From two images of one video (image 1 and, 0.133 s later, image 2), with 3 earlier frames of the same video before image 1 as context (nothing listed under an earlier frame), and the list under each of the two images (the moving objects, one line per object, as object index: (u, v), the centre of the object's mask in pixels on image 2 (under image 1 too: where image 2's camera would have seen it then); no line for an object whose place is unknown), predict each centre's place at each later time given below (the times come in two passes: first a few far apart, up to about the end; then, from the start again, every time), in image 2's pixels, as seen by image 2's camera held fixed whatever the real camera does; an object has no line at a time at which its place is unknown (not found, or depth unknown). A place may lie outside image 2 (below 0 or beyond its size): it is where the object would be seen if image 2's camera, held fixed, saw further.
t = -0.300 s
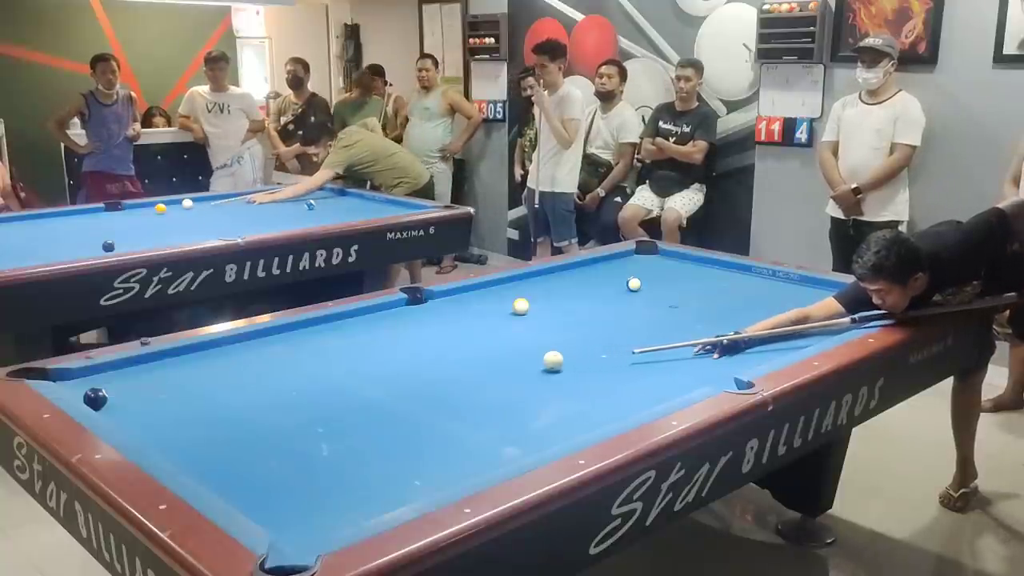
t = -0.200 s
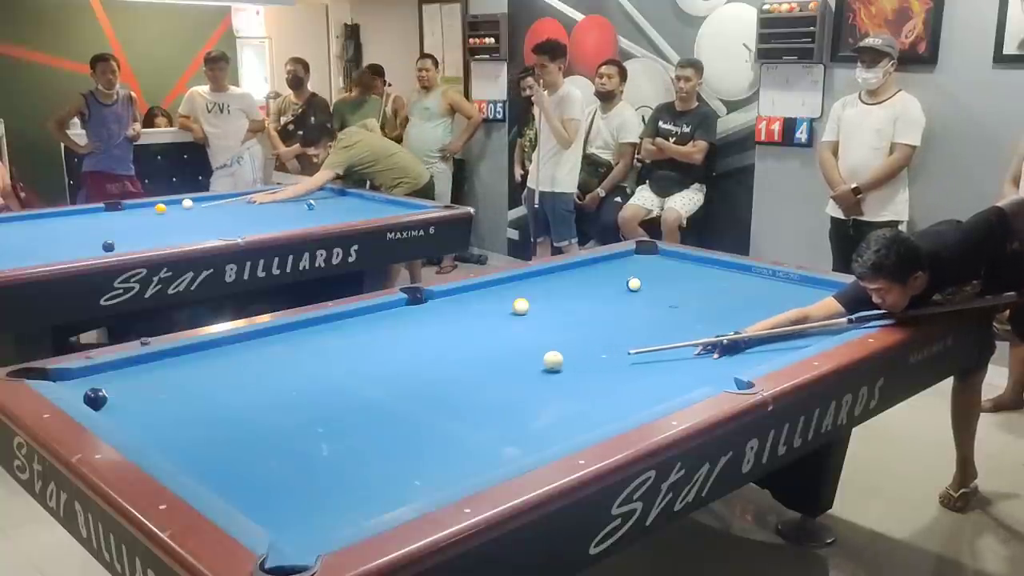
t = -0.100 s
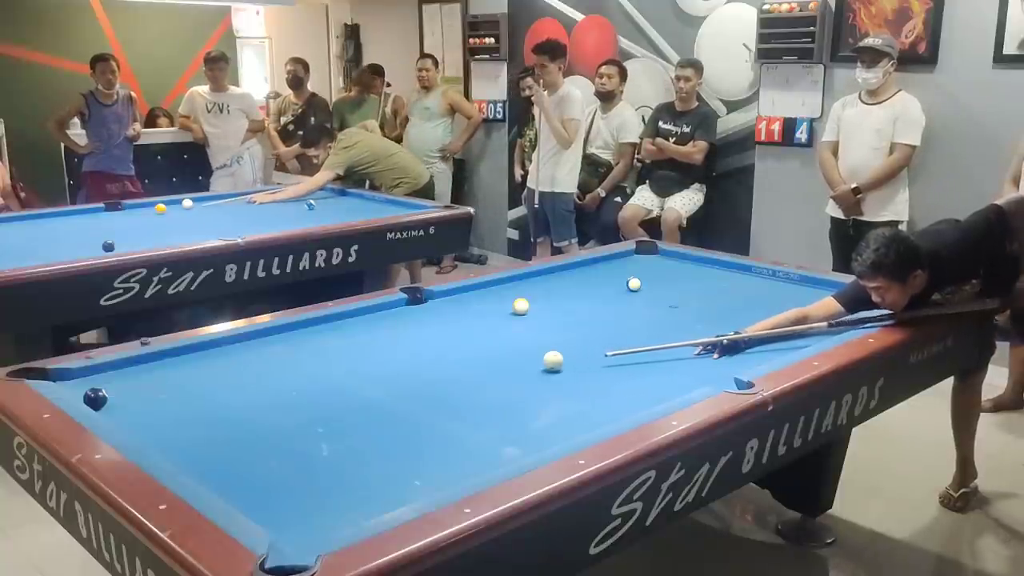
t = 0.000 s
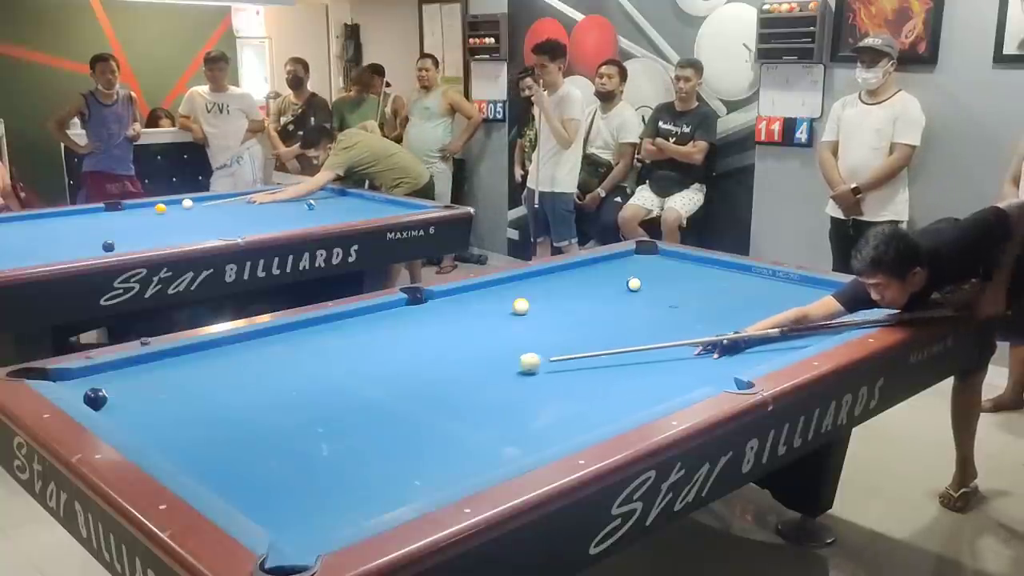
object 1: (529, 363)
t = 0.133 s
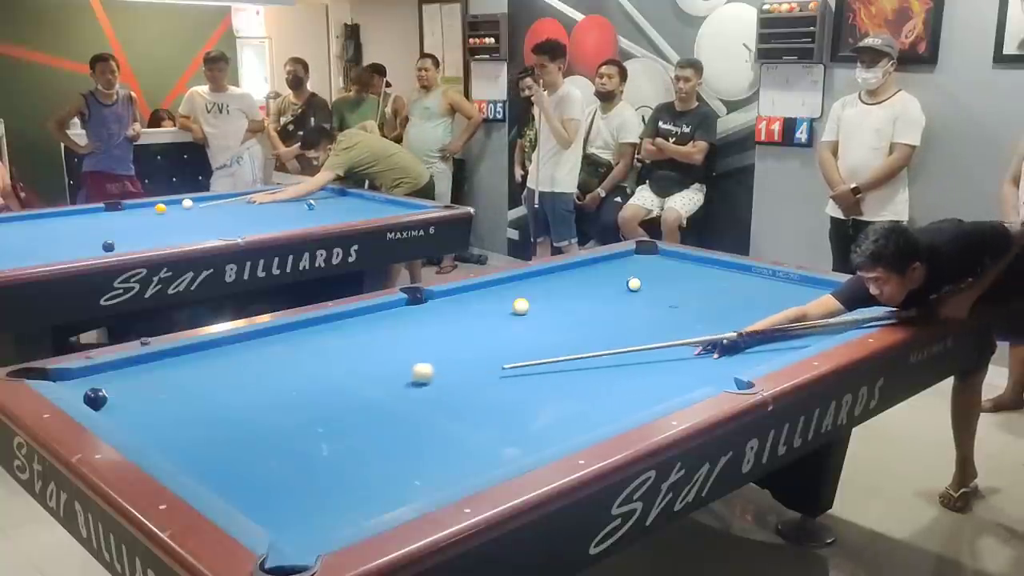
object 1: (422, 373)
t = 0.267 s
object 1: (317, 383)
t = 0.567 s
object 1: (116, 404)
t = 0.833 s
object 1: (219, 386)
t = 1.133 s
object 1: (315, 368)
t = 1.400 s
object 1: (389, 355)
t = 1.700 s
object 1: (462, 342)
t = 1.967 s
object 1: (520, 331)
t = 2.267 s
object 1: (578, 321)
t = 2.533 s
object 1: (625, 312)
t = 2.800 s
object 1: (667, 304)
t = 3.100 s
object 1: (710, 296)
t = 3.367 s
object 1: (744, 290)
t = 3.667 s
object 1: (779, 284)
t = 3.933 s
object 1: (803, 280)
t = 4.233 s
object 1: (793, 284)
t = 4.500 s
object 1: (783, 289)
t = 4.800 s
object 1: (773, 293)
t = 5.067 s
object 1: (765, 297)
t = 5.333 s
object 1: (757, 301)
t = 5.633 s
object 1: (749, 305)
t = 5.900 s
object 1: (742, 307)
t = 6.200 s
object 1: (735, 311)
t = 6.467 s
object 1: (730, 313)
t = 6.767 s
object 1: (725, 315)
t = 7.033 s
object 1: (720, 316)
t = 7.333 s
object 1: (716, 318)
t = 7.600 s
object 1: (714, 318)
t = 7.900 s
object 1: (713, 318)
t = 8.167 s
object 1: (713, 318)
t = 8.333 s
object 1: (713, 318)
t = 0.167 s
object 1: (397, 376)
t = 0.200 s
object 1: (370, 379)
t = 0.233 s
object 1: (343, 381)
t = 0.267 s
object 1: (317, 383)
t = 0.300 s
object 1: (289, 386)
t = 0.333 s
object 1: (261, 388)
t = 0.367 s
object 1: (233, 391)
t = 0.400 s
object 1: (204, 394)
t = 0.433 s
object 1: (175, 397)
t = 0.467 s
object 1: (144, 400)
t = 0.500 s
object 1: (114, 403)
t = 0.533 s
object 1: (100, 404)
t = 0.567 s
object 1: (116, 404)
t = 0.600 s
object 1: (133, 401)
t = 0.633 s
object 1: (147, 399)
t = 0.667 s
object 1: (160, 396)
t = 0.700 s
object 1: (172, 394)
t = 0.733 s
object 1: (184, 392)
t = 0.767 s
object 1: (196, 390)
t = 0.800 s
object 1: (208, 388)
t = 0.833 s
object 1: (219, 386)
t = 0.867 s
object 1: (230, 383)
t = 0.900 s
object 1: (242, 381)
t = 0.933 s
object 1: (253, 379)
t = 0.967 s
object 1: (263, 377)
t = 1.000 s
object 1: (274, 376)
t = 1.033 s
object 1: (284, 374)
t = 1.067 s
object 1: (294, 372)
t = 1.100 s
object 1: (304, 370)
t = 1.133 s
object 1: (315, 368)
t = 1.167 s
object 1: (324, 367)
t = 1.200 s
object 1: (333, 365)
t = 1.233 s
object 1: (343, 363)
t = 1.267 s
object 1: (352, 361)
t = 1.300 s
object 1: (362, 360)
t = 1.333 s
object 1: (371, 358)
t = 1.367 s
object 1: (380, 356)
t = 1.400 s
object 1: (389, 355)
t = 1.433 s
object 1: (397, 353)
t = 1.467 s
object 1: (406, 352)
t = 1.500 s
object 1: (414, 350)
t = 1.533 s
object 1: (422, 349)
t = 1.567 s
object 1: (430, 347)
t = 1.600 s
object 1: (438, 346)
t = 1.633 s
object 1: (446, 344)
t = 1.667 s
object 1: (454, 343)
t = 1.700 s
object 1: (462, 342)
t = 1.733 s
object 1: (470, 340)
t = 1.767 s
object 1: (477, 339)
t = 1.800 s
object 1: (485, 337)
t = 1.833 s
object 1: (492, 336)
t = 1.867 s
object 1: (499, 335)
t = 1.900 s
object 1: (506, 334)
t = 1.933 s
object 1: (513, 332)
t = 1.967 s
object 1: (520, 331)
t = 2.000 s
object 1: (527, 330)
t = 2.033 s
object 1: (534, 328)
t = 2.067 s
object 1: (540, 327)
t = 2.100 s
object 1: (547, 326)
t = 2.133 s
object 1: (553, 325)
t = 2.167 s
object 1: (559, 324)
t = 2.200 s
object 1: (566, 323)
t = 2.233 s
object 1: (572, 321)
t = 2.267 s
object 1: (578, 321)
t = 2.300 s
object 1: (584, 319)
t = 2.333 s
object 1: (590, 318)
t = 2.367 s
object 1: (596, 317)
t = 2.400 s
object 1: (602, 316)
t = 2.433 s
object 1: (607, 315)
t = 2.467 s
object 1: (613, 314)
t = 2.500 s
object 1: (619, 313)
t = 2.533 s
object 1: (625, 312)
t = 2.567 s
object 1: (630, 311)
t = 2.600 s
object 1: (635, 310)
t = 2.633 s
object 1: (641, 309)
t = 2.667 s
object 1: (646, 308)
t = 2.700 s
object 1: (651, 307)
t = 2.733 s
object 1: (657, 306)
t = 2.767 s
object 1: (662, 305)
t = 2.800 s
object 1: (667, 304)
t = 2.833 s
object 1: (672, 304)
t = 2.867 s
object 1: (677, 303)
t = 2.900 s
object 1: (682, 302)
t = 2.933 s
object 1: (686, 301)
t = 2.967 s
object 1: (691, 300)
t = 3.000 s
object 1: (696, 299)
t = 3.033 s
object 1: (701, 298)
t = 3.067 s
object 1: (705, 297)
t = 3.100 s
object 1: (710, 296)
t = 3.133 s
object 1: (714, 296)
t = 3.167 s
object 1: (719, 295)
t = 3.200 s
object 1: (723, 294)
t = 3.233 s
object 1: (727, 293)
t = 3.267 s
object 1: (732, 292)
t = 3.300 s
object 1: (736, 292)
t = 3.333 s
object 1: (740, 291)
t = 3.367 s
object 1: (744, 290)
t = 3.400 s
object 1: (748, 289)
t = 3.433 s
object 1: (752, 289)
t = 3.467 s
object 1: (756, 288)
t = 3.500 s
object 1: (760, 287)
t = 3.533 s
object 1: (764, 287)
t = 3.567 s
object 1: (768, 286)
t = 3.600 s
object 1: (771, 285)
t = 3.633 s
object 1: (775, 284)
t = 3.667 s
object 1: (779, 284)
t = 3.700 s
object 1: (783, 283)
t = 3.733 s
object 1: (786, 282)
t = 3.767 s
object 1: (790, 281)
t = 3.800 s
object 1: (793, 281)
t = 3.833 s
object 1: (797, 280)
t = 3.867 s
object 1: (801, 280)
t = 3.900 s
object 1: (804, 279)
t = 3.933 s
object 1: (803, 280)
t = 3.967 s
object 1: (802, 280)
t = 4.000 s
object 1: (800, 281)
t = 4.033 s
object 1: (799, 281)
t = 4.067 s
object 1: (798, 282)
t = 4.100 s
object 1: (797, 282)
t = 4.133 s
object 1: (796, 283)
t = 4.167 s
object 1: (795, 283)
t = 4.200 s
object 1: (794, 284)
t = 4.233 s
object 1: (793, 284)
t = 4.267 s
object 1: (792, 285)
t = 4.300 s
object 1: (790, 286)
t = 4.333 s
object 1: (789, 286)
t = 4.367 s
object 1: (788, 287)
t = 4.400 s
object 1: (787, 287)
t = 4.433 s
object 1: (785, 288)
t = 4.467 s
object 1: (785, 288)
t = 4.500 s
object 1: (783, 289)
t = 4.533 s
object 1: (782, 289)
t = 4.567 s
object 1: (781, 290)
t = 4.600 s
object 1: (780, 290)
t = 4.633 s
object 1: (779, 291)
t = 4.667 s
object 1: (778, 291)
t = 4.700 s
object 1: (777, 292)
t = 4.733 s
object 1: (776, 292)
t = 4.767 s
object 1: (775, 293)
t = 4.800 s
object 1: (773, 293)
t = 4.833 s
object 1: (772, 294)
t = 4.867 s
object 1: (771, 294)
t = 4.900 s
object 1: (770, 295)
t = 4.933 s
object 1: (769, 295)
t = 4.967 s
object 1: (768, 296)
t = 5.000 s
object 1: (767, 296)
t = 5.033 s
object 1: (766, 297)
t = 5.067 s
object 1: (765, 297)
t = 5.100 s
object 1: (764, 297)
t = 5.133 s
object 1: (763, 298)
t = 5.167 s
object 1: (762, 298)
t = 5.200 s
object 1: (761, 299)
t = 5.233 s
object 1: (760, 299)
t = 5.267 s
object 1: (759, 300)
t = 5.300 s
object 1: (758, 300)
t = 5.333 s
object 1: (757, 301)
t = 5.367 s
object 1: (756, 301)
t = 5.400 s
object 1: (755, 302)
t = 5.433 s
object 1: (754, 302)
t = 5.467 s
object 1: (754, 302)
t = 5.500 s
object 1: (752, 303)
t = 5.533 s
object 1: (751, 303)
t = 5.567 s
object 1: (751, 303)
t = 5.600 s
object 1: (750, 304)
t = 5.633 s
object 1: (749, 305)
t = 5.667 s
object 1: (748, 305)
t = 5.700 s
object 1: (747, 306)
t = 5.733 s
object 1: (746, 306)
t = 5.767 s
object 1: (746, 306)
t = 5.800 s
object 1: (745, 306)
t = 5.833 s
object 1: (744, 307)
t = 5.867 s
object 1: (743, 307)
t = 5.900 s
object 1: (742, 307)
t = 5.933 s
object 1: (741, 308)
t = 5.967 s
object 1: (741, 308)
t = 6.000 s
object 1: (740, 309)
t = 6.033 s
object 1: (739, 309)
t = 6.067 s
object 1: (738, 309)
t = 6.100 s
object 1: (737, 310)
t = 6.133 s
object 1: (737, 310)
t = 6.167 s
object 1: (736, 310)
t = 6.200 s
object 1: (735, 311)
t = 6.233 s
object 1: (735, 311)
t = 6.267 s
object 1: (734, 311)
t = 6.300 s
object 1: (733, 312)
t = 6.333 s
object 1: (733, 312)
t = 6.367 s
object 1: (732, 312)
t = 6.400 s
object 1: (732, 313)
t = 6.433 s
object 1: (731, 313)
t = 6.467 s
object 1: (730, 313)
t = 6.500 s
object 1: (729, 313)
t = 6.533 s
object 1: (729, 314)
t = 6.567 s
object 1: (728, 314)
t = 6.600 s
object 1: (727, 314)
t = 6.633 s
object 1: (727, 314)
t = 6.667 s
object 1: (727, 314)
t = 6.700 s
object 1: (726, 315)
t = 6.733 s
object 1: (725, 315)
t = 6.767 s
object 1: (725, 315)
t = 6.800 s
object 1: (724, 315)
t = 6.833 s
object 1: (723, 316)
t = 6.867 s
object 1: (723, 316)
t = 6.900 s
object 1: (722, 316)
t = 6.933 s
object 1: (722, 316)
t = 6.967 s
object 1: (721, 316)
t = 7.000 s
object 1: (721, 316)
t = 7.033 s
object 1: (720, 316)
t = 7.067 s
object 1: (720, 317)
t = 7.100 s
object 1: (719, 317)
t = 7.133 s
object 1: (719, 317)
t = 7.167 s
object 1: (718, 317)
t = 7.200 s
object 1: (718, 317)
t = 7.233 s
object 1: (717, 317)
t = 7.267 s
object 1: (717, 317)
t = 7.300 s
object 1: (717, 317)
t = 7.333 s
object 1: (716, 318)
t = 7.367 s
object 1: (716, 318)
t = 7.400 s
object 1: (715, 318)
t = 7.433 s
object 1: (715, 318)
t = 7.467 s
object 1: (715, 318)
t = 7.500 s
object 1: (715, 318)
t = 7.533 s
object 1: (714, 318)
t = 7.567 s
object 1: (714, 318)
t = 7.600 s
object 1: (714, 318)
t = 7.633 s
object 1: (714, 318)
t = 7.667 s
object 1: (714, 318)
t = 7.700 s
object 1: (714, 318)
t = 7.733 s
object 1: (714, 318)
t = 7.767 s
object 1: (713, 318)
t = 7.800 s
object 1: (713, 318)
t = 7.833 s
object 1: (713, 318)
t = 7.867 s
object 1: (713, 318)
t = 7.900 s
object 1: (713, 318)
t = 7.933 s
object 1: (713, 318)
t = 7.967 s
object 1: (713, 318)
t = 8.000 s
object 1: (713, 318)
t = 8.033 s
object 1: (713, 318)
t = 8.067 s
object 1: (713, 318)
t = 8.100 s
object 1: (713, 318)
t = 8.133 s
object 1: (713, 318)
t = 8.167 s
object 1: (713, 318)
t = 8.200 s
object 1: (713, 318)
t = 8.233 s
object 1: (713, 318)
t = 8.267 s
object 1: (713, 318)
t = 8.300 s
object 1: (713, 318)
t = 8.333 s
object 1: (713, 318)
